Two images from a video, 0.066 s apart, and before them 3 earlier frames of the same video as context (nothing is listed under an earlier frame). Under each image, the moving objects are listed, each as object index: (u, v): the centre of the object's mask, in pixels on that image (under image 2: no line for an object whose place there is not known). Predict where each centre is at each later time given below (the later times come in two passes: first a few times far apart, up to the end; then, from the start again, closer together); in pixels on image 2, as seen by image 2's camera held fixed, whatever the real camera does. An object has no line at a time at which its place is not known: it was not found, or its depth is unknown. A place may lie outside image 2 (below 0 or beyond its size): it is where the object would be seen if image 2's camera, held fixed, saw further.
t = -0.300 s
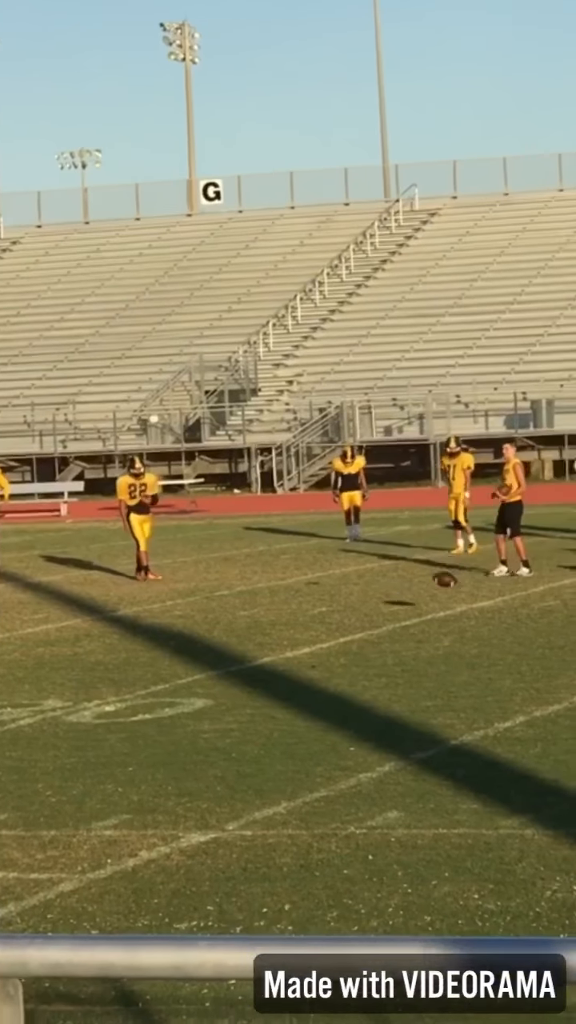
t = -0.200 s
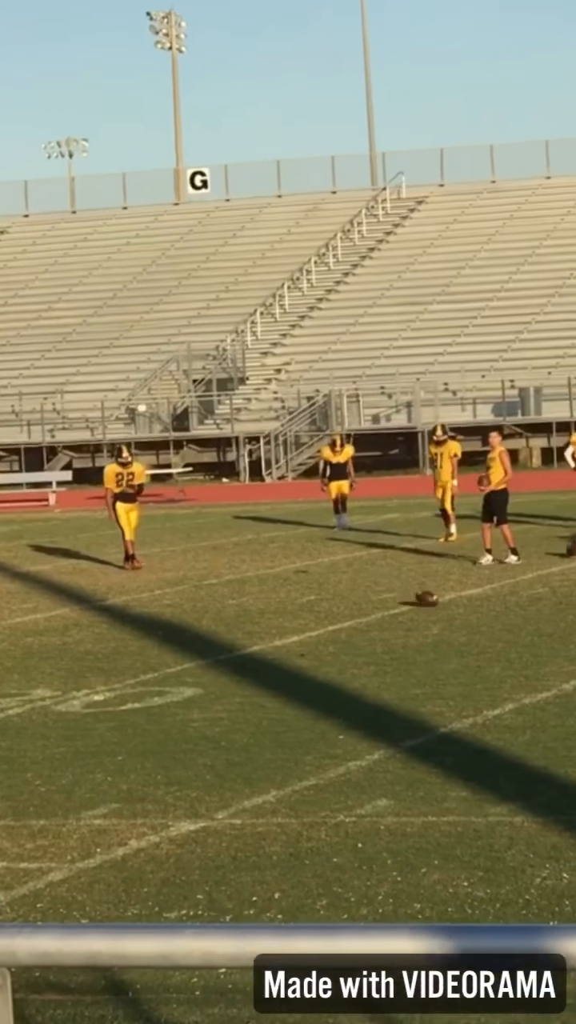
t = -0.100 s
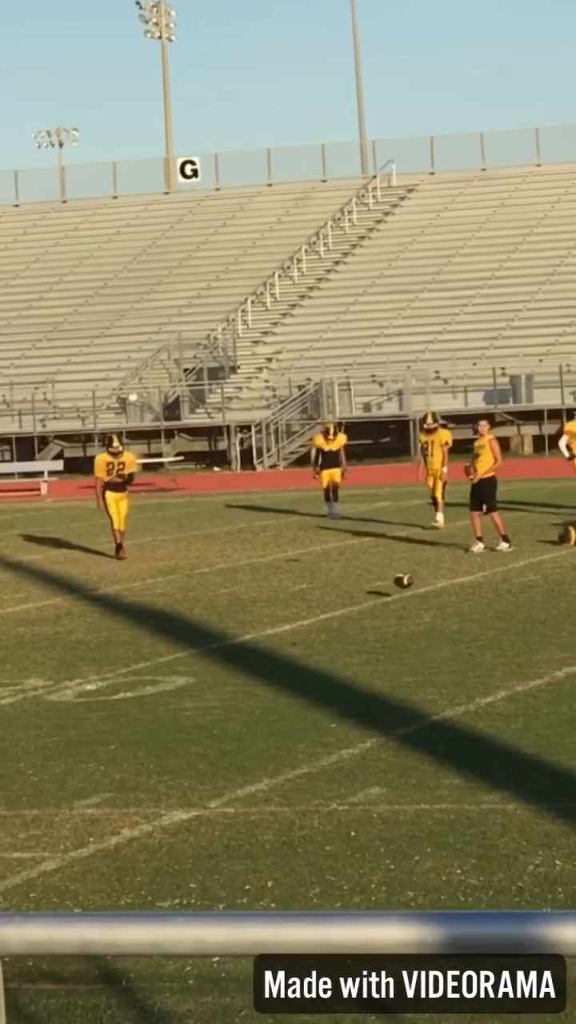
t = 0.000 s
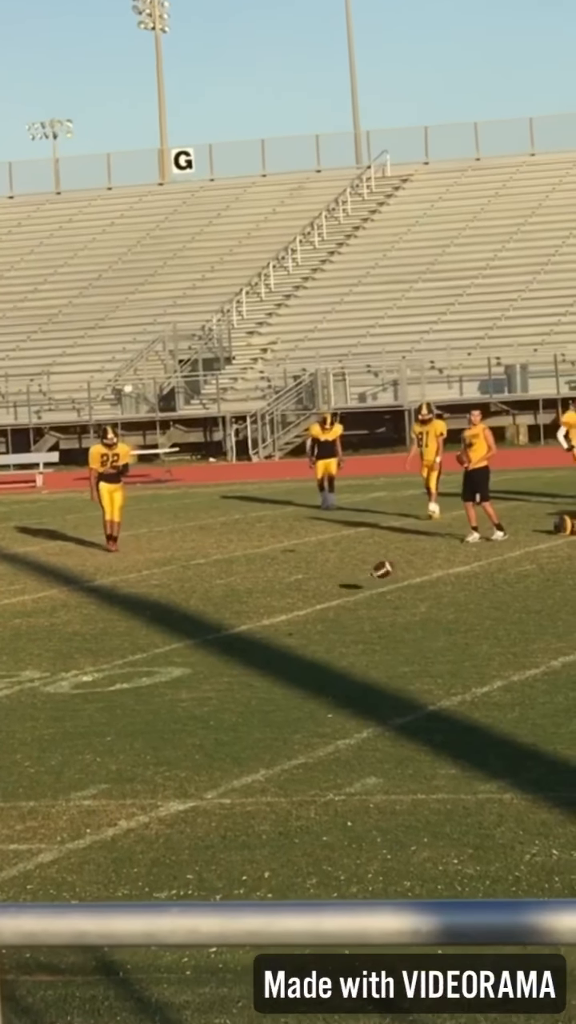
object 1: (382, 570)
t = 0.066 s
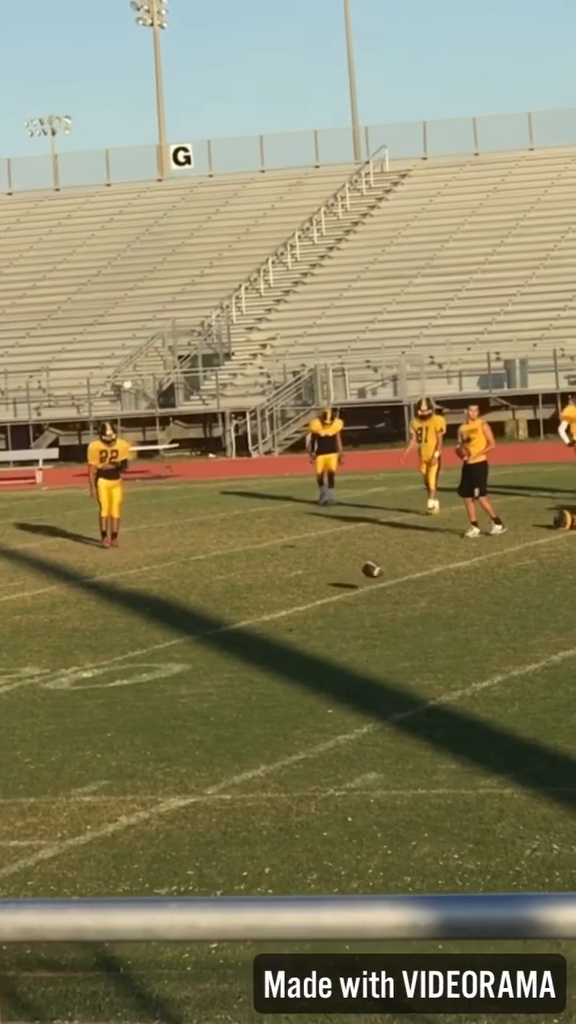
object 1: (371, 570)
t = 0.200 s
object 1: (349, 592)
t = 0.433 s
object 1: (303, 608)
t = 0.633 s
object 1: (261, 621)
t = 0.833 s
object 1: (215, 629)
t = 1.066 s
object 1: (171, 630)
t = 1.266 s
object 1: (136, 651)
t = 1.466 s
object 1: (110, 655)
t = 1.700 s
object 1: (67, 673)
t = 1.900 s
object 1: (15, 677)
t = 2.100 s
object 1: (-36, 696)
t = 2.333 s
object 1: (-86, 711)
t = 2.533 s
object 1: (-110, 723)
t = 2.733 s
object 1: (-141, 726)
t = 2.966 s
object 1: (-164, 731)
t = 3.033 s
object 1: (-170, 734)
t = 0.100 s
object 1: (366, 573)
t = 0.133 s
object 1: (360, 579)
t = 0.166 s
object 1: (354, 584)
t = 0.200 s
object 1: (349, 592)
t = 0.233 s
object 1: (344, 597)
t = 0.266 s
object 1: (337, 598)
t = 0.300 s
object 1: (329, 599)
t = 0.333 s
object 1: (323, 601)
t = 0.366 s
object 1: (315, 603)
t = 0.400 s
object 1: (310, 607)
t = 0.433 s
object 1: (303, 608)
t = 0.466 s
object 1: (295, 608)
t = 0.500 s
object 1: (288, 609)
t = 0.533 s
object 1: (282, 610)
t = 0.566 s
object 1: (275, 613)
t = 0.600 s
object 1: (268, 617)
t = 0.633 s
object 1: (261, 621)
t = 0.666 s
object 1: (254, 621)
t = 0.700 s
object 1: (246, 620)
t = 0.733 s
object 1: (239, 620)
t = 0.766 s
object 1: (231, 622)
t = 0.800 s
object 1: (223, 625)
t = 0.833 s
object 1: (215, 629)
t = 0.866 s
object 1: (206, 634)
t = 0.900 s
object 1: (200, 633)
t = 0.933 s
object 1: (194, 630)
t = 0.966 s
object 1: (189, 629)
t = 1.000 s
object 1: (184, 627)
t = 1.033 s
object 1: (177, 627)
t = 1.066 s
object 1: (171, 630)
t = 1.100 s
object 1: (164, 634)
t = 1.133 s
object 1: (158, 637)
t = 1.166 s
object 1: (152, 643)
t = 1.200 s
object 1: (146, 650)
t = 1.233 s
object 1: (142, 652)
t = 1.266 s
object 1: (136, 651)
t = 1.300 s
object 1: (132, 648)
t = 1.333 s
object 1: (127, 647)
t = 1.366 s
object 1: (123, 647)
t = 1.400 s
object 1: (119, 648)
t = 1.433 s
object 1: (115, 651)
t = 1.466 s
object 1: (110, 655)
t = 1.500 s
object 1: (106, 661)
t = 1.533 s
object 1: (102, 666)
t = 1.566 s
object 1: (96, 668)
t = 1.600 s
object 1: (88, 668)
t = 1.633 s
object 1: (83, 668)
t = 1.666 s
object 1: (75, 670)
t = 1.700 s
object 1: (67, 673)
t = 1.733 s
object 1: (60, 678)
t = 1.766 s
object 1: (51, 676)
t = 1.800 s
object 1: (42, 676)
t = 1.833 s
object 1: (34, 674)
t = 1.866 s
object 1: (25, 674)
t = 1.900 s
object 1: (15, 677)
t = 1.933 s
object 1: (6, 679)
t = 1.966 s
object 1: (-2, 684)
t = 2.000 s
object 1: (-11, 689)
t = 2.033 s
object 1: (-21, 696)
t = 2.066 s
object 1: (-30, 699)
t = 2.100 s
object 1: (-36, 696)
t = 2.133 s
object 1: (-45, 696)
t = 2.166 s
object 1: (-52, 695)
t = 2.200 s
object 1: (-57, 697)
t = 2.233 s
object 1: (-60, 700)
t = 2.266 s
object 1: (-66, 703)
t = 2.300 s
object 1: (-79, 706)
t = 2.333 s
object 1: (-86, 711)
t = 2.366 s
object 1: (-89, 711)
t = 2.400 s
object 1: (-92, 712)
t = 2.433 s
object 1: (-96, 714)
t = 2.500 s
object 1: (-105, 720)
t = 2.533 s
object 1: (-110, 723)
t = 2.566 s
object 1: (-115, 723)
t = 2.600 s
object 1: (-121, 722)
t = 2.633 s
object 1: (-128, 722)
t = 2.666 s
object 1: (-134, 723)
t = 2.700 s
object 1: (-139, 725)
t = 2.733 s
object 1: (-141, 726)
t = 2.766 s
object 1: (-145, 728)
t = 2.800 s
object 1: (-148, 731)
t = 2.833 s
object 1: (-150, 734)
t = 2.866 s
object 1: (-152, 733)
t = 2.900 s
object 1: (-156, 730)
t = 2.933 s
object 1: (-161, 730)
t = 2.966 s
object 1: (-164, 731)
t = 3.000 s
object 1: (-167, 732)
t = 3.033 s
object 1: (-170, 734)
